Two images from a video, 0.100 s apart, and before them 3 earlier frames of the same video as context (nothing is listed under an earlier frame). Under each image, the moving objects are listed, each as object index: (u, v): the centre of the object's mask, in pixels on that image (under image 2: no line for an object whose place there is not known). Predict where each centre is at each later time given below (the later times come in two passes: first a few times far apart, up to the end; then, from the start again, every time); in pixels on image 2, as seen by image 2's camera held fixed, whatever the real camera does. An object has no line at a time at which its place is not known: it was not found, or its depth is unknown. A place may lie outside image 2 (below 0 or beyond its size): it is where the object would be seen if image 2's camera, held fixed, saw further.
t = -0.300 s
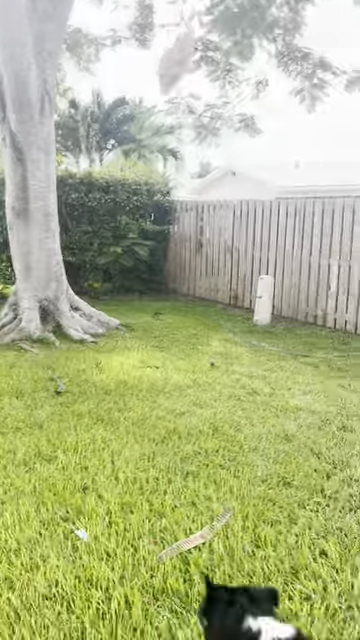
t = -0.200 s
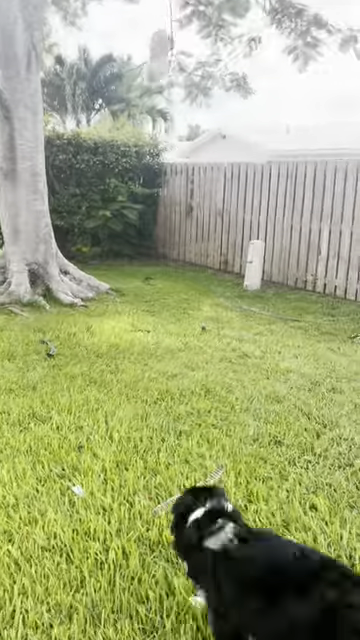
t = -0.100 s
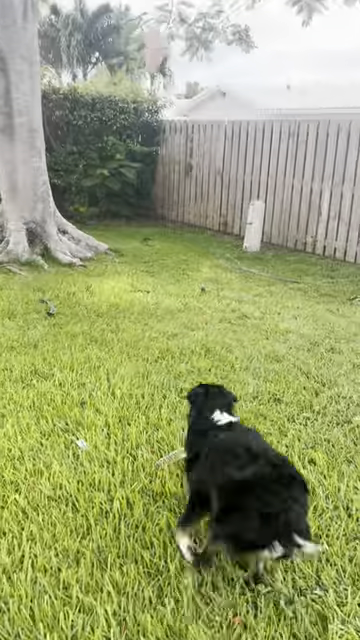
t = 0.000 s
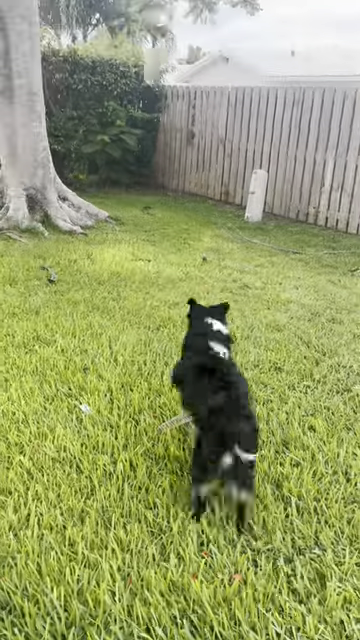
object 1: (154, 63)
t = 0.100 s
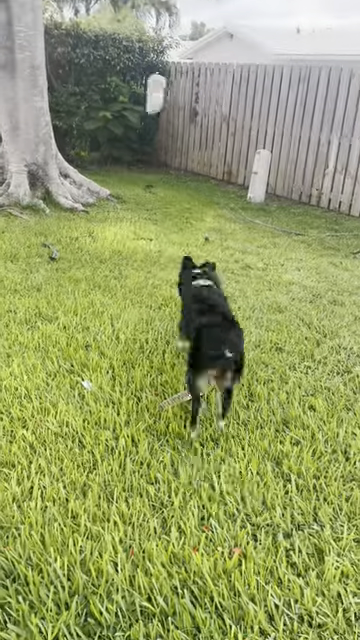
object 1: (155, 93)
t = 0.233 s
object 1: (150, 162)
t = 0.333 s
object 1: (147, 213)
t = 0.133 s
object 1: (153, 110)
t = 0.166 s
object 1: (153, 127)
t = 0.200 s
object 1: (152, 145)
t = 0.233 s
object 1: (150, 162)
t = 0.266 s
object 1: (149, 179)
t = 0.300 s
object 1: (149, 196)
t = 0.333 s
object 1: (147, 213)
